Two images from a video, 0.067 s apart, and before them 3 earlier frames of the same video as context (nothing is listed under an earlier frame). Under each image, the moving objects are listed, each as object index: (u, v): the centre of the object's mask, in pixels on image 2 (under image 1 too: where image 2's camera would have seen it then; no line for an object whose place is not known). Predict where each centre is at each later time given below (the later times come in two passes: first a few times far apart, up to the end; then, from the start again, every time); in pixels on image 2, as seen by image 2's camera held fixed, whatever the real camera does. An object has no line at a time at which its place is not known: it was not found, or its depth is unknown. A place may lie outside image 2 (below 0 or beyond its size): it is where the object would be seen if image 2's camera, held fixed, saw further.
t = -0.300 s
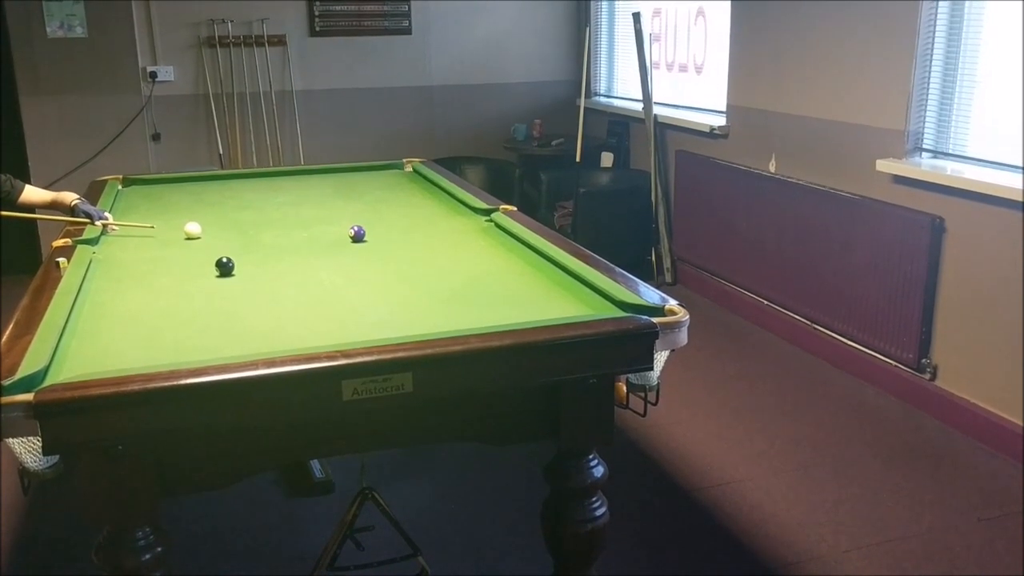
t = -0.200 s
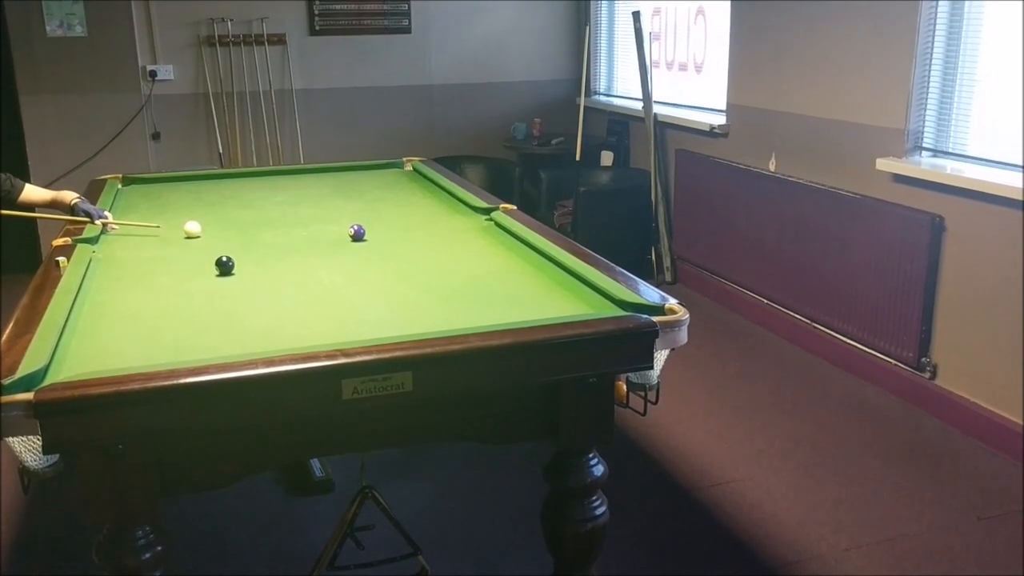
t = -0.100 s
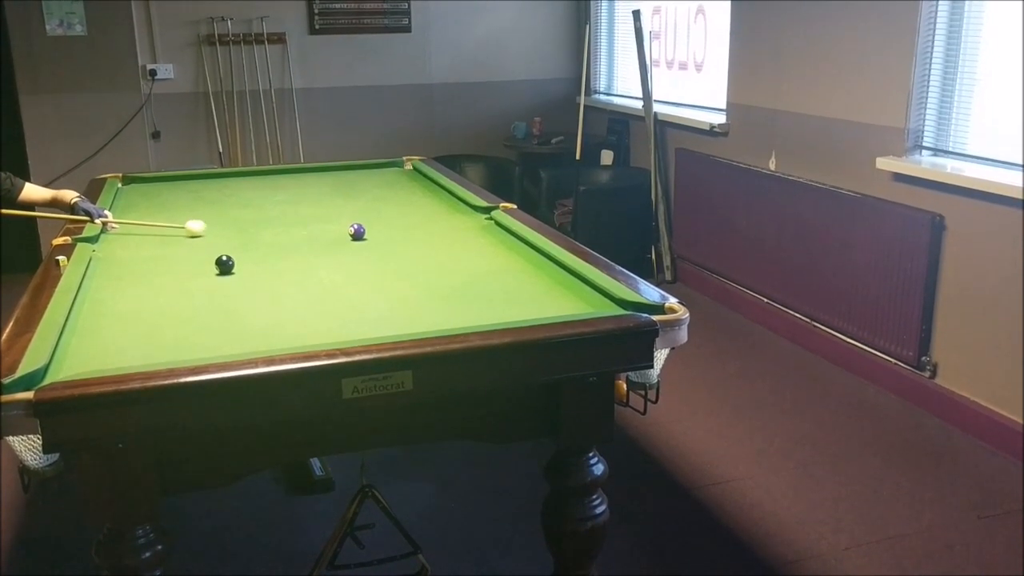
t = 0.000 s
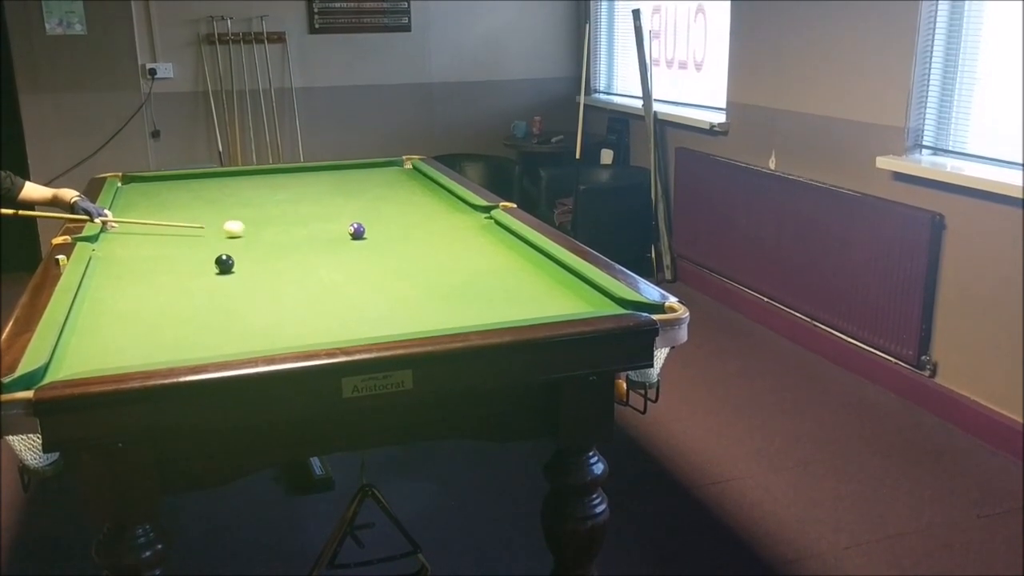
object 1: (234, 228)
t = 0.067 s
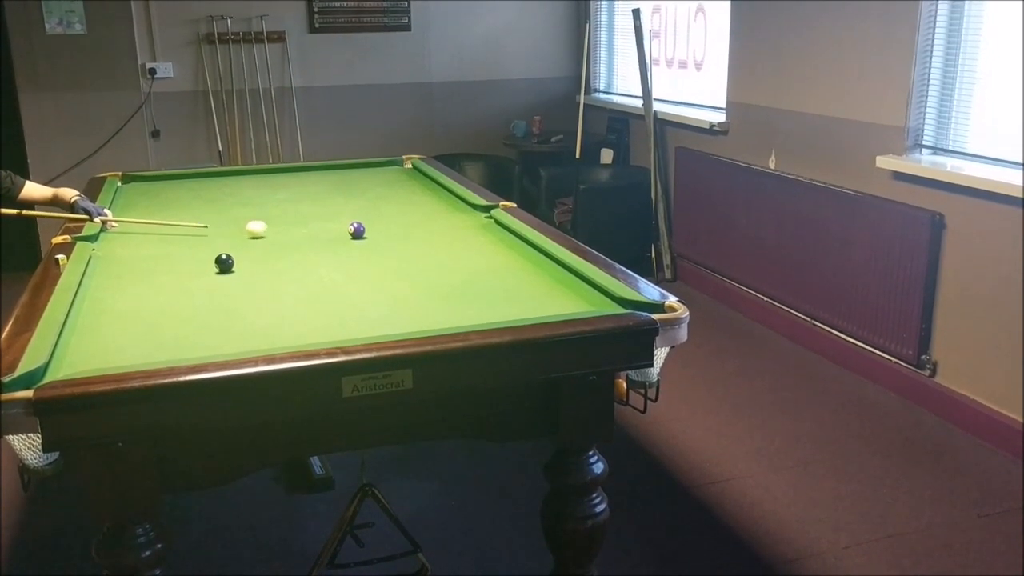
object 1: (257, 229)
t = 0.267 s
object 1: (323, 231)
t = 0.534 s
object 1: (383, 241)
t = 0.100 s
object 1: (268, 229)
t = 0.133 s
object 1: (279, 230)
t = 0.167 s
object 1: (290, 230)
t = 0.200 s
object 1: (301, 231)
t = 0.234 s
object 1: (312, 231)
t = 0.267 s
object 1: (323, 231)
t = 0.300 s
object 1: (334, 232)
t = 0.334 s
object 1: (343, 233)
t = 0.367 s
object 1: (349, 235)
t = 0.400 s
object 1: (355, 236)
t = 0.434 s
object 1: (362, 237)
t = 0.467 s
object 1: (369, 238)
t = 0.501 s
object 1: (375, 239)
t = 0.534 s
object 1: (383, 241)
